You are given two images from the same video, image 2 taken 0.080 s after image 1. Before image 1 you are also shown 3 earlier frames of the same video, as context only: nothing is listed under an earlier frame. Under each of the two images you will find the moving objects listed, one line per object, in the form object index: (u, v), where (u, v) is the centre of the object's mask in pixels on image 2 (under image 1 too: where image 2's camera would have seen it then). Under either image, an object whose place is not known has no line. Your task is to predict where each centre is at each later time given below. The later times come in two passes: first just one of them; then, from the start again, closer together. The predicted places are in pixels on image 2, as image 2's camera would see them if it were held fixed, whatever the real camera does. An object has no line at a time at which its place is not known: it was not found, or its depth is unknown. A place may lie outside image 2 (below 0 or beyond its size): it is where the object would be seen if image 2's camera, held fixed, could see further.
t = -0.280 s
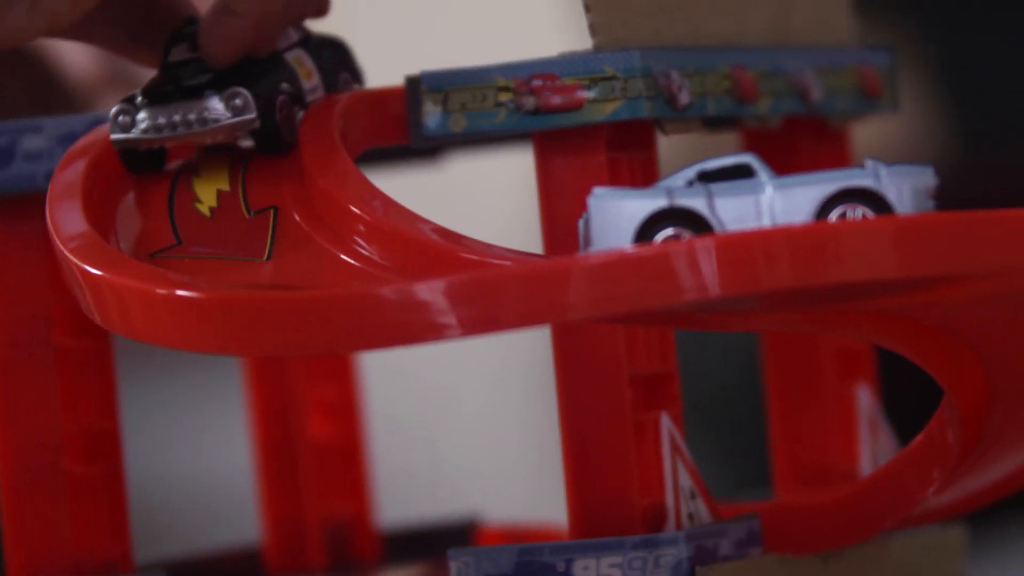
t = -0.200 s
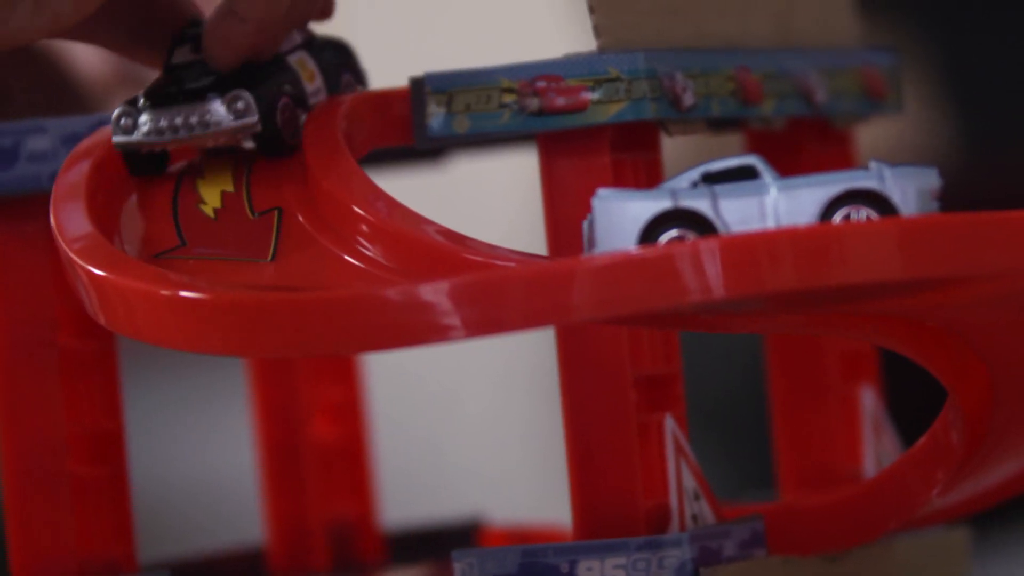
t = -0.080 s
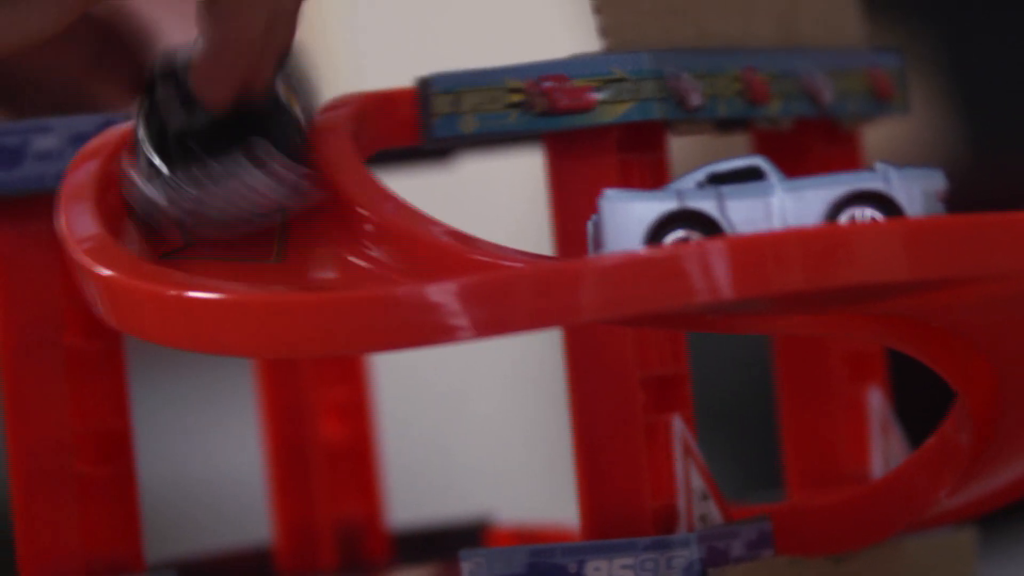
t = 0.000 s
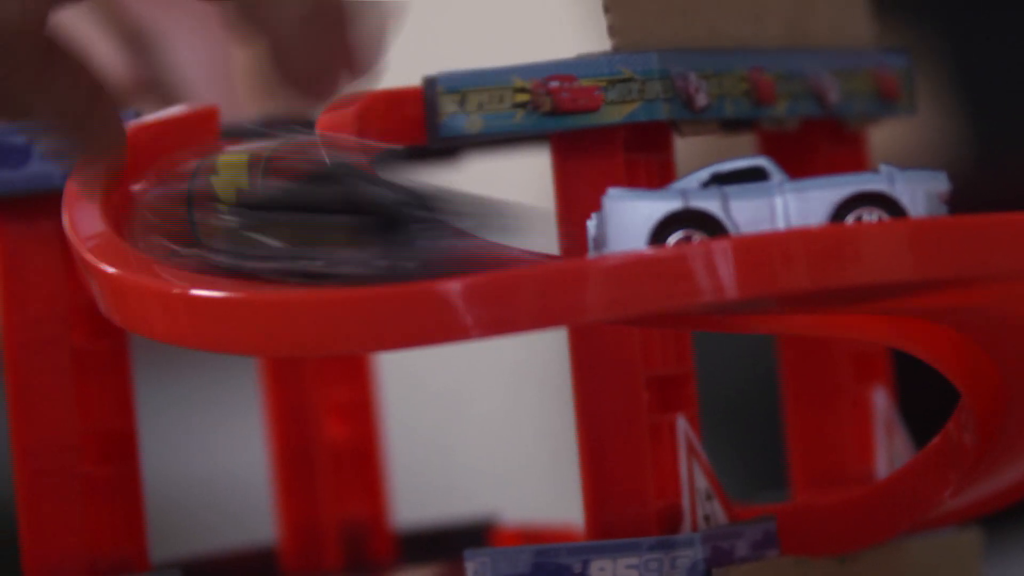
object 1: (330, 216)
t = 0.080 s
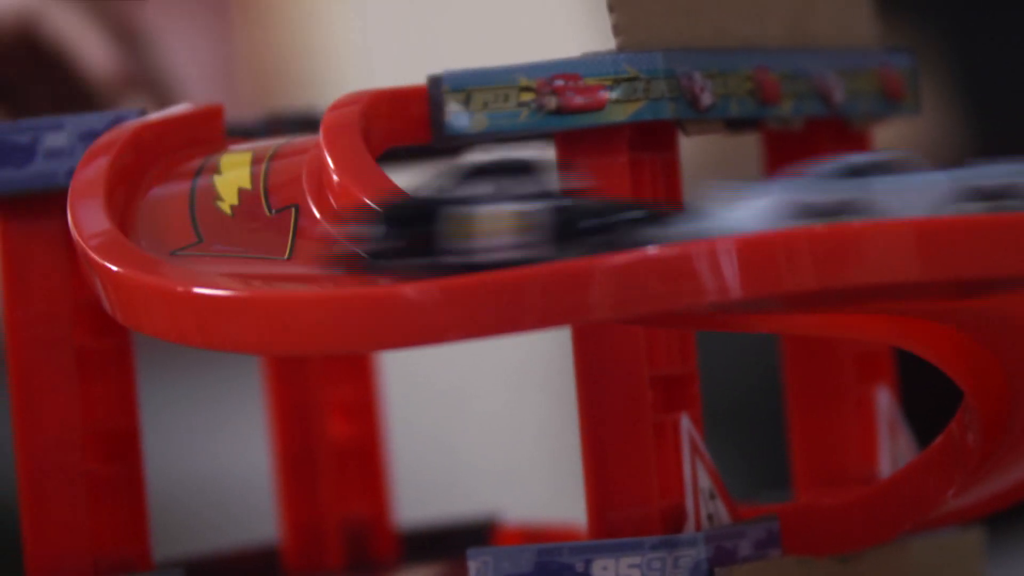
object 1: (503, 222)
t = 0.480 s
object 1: (743, 199)
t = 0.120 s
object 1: (564, 217)
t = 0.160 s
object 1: (614, 212)
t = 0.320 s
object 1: (710, 203)
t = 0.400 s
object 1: (733, 202)
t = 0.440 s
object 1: (741, 201)
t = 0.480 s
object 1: (743, 199)
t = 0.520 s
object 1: (753, 197)
